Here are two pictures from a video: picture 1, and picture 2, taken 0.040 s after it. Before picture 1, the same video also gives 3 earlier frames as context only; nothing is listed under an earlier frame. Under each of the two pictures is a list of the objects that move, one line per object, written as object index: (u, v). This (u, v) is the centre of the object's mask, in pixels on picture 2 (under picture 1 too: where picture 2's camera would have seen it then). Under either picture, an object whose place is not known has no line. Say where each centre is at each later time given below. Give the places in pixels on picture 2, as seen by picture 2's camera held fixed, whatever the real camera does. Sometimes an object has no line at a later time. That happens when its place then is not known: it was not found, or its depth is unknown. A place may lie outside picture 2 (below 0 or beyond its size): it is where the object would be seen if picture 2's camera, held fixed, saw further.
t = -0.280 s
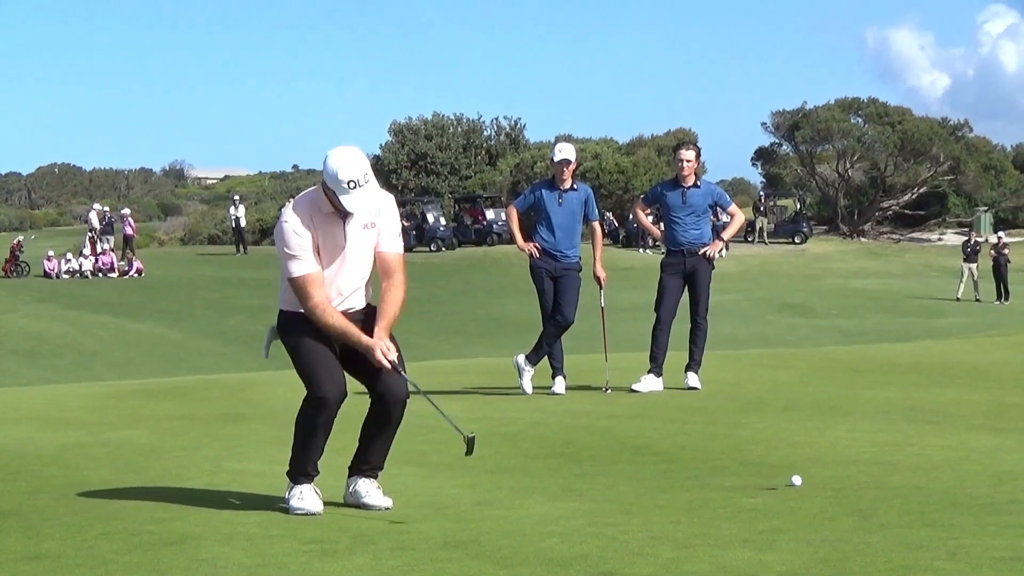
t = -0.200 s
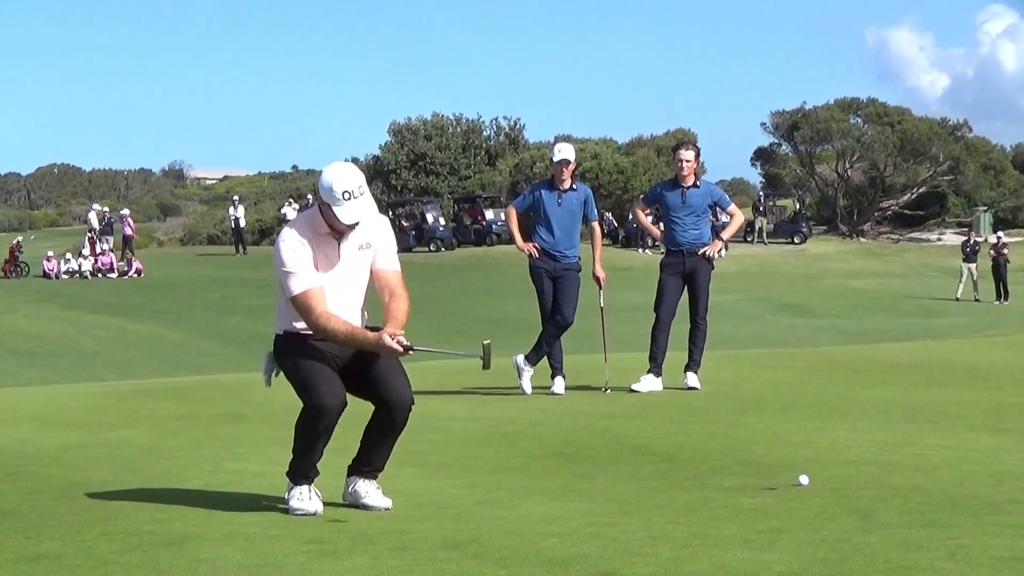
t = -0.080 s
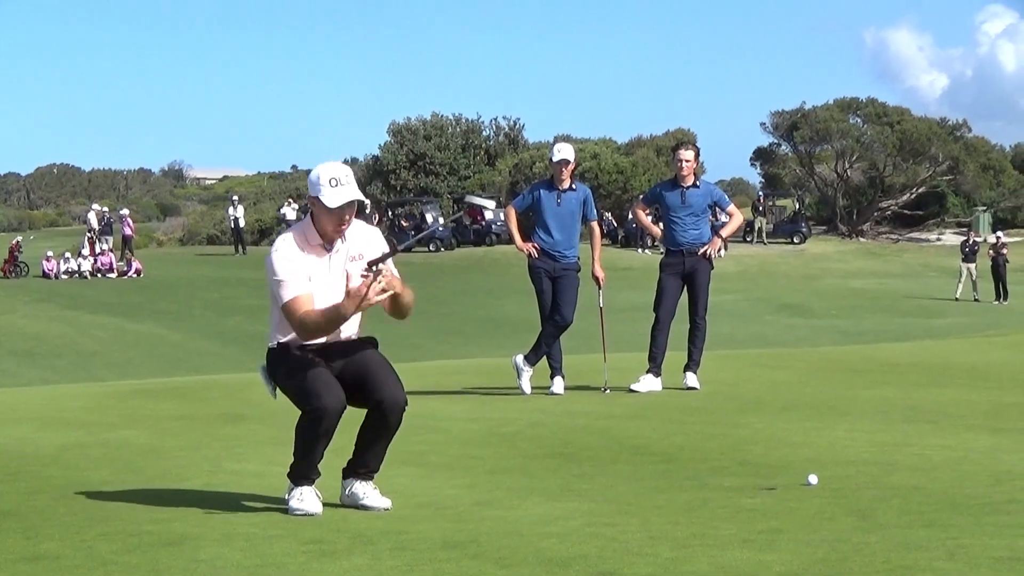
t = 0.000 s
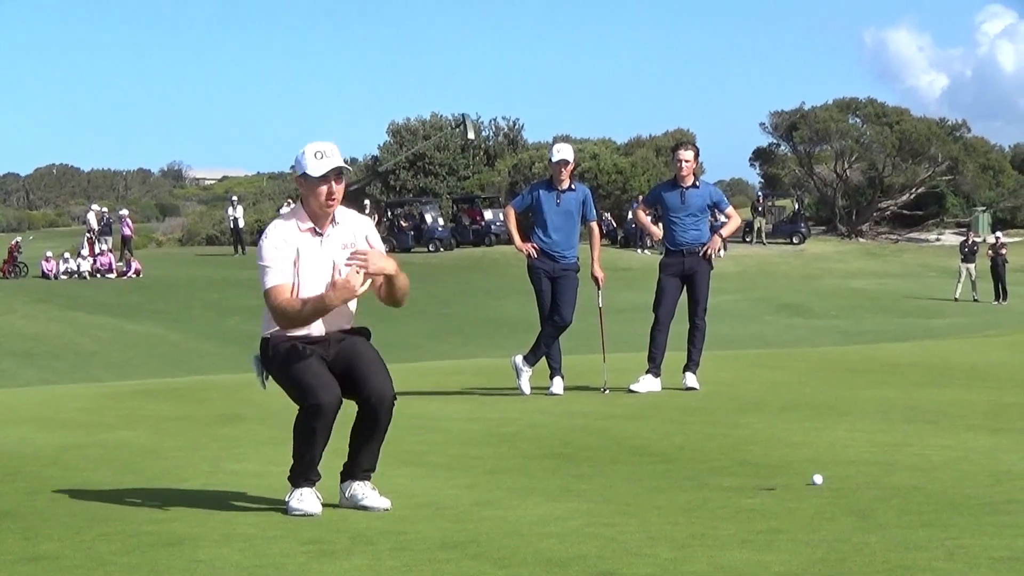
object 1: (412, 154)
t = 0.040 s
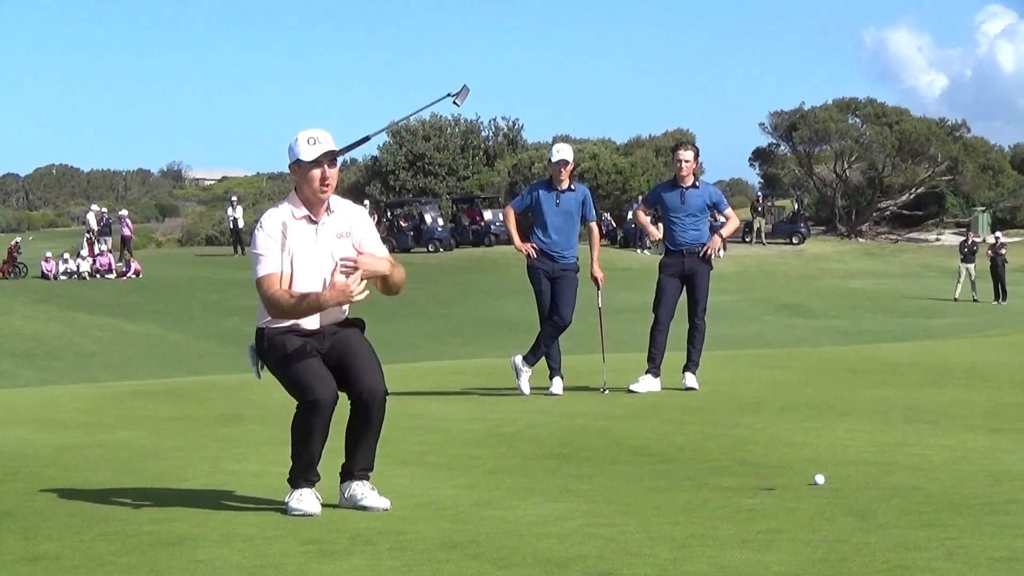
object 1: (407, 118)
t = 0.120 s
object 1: (390, 68)
